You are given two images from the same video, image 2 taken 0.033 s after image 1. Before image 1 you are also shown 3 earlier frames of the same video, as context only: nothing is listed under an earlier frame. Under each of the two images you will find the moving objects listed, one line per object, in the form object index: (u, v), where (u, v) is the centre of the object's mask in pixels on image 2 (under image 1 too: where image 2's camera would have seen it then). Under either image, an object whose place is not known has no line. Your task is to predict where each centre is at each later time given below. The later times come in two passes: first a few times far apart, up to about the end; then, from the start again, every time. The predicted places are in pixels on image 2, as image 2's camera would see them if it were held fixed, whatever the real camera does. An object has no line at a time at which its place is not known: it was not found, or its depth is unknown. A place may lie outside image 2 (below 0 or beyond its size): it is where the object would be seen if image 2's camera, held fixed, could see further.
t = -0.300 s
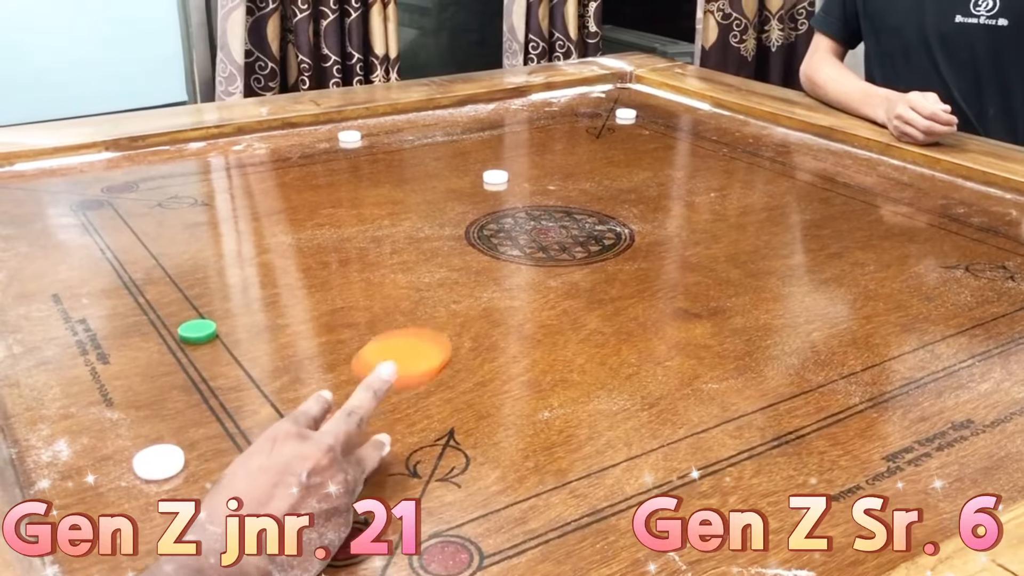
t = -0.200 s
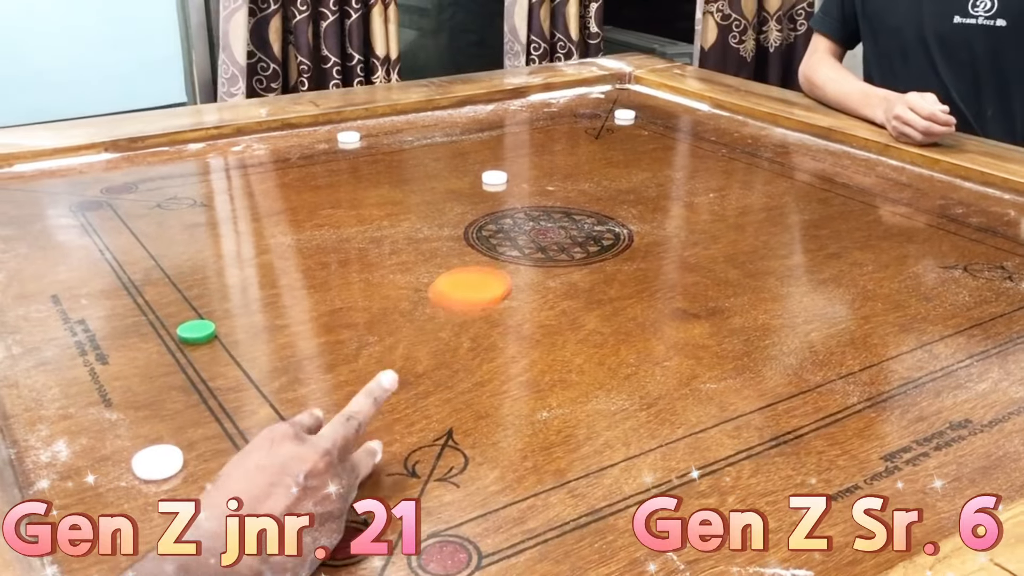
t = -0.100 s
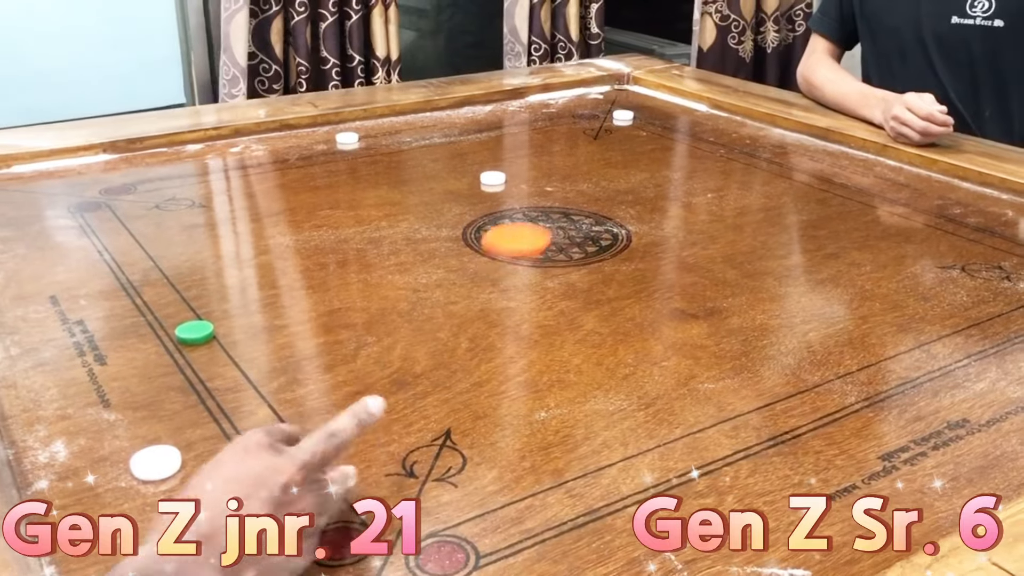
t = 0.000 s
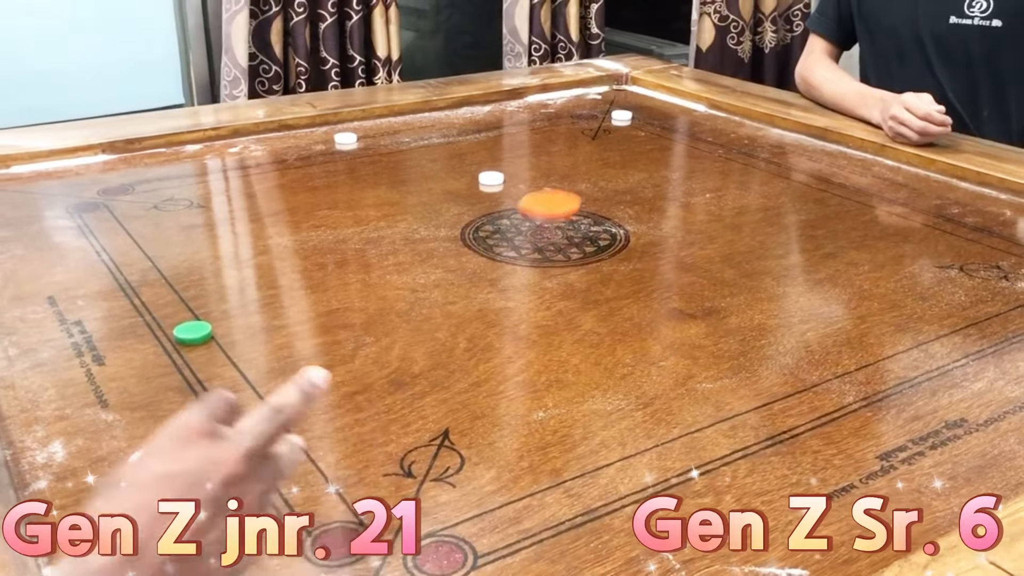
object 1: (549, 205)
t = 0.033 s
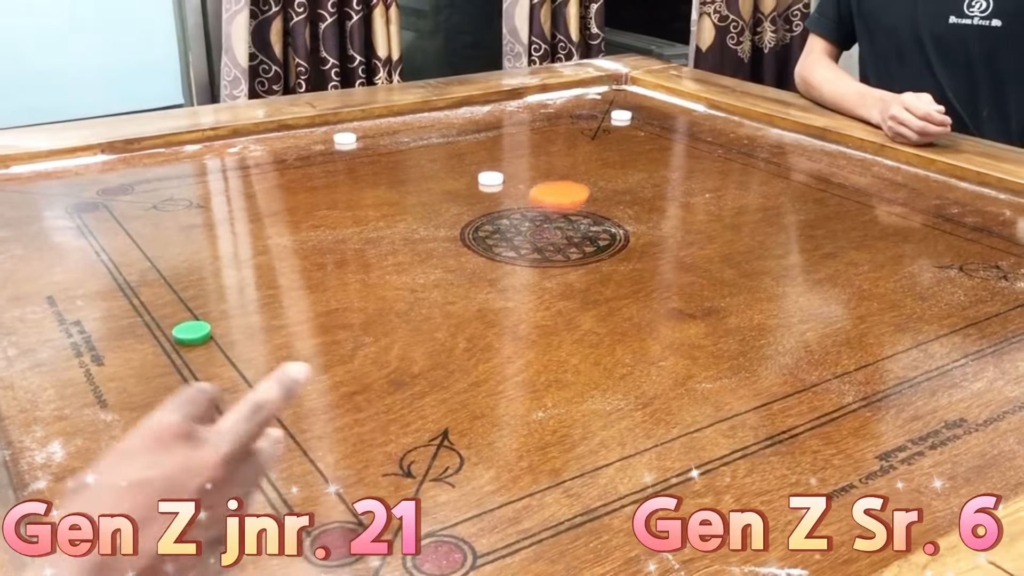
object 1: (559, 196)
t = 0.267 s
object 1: (607, 147)
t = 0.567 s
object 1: (641, 117)
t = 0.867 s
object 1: (655, 108)
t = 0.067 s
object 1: (567, 188)
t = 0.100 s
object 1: (575, 180)
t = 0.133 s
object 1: (583, 172)
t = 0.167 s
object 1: (589, 165)
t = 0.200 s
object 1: (595, 159)
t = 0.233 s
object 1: (601, 153)
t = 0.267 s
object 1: (607, 147)
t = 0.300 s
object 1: (612, 142)
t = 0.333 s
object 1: (616, 137)
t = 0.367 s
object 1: (620, 133)
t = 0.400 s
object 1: (624, 129)
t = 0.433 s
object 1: (629, 125)
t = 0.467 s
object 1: (632, 123)
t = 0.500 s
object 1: (636, 121)
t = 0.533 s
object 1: (638, 119)
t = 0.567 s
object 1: (641, 117)
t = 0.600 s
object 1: (644, 115)
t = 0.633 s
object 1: (646, 114)
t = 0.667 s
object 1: (648, 112)
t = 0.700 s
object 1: (650, 111)
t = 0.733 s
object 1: (651, 110)
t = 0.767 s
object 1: (652, 110)
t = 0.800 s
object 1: (653, 109)
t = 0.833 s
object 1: (654, 109)
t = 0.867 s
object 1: (655, 108)
